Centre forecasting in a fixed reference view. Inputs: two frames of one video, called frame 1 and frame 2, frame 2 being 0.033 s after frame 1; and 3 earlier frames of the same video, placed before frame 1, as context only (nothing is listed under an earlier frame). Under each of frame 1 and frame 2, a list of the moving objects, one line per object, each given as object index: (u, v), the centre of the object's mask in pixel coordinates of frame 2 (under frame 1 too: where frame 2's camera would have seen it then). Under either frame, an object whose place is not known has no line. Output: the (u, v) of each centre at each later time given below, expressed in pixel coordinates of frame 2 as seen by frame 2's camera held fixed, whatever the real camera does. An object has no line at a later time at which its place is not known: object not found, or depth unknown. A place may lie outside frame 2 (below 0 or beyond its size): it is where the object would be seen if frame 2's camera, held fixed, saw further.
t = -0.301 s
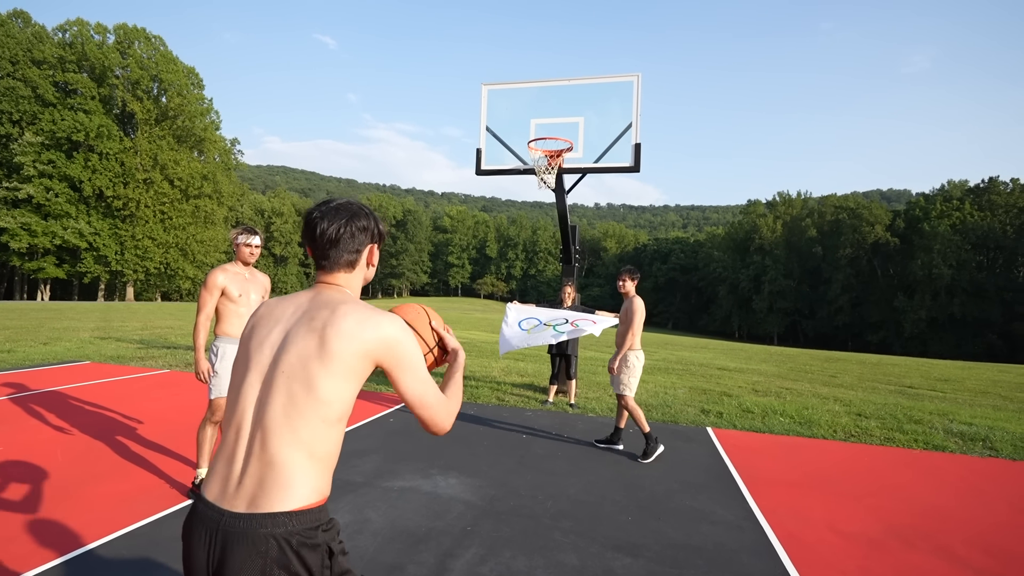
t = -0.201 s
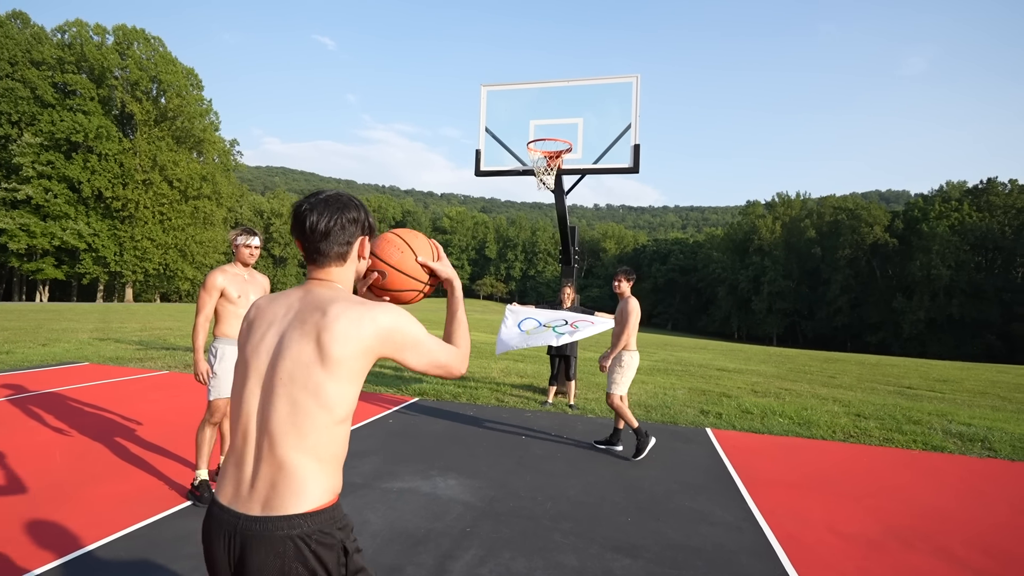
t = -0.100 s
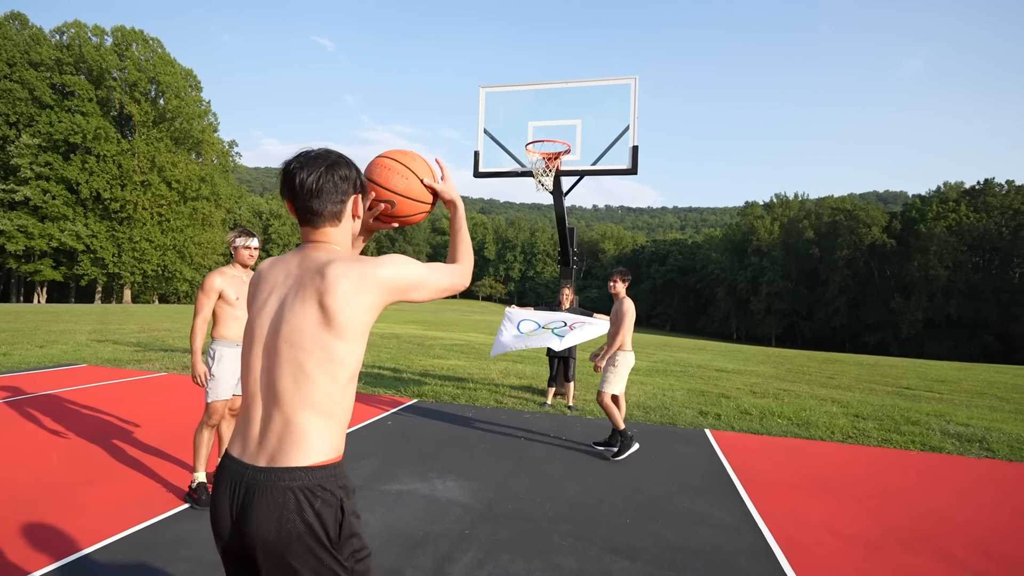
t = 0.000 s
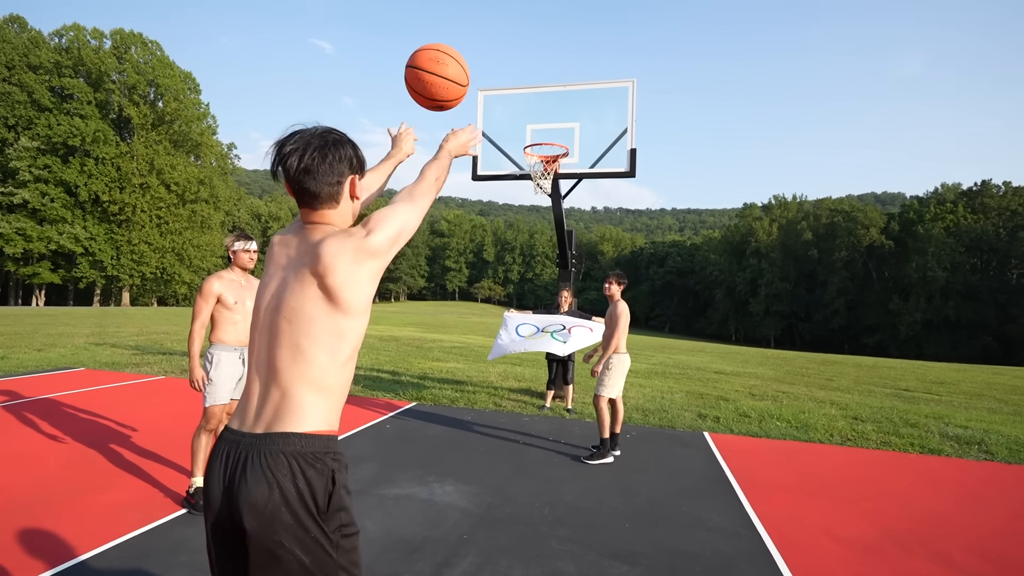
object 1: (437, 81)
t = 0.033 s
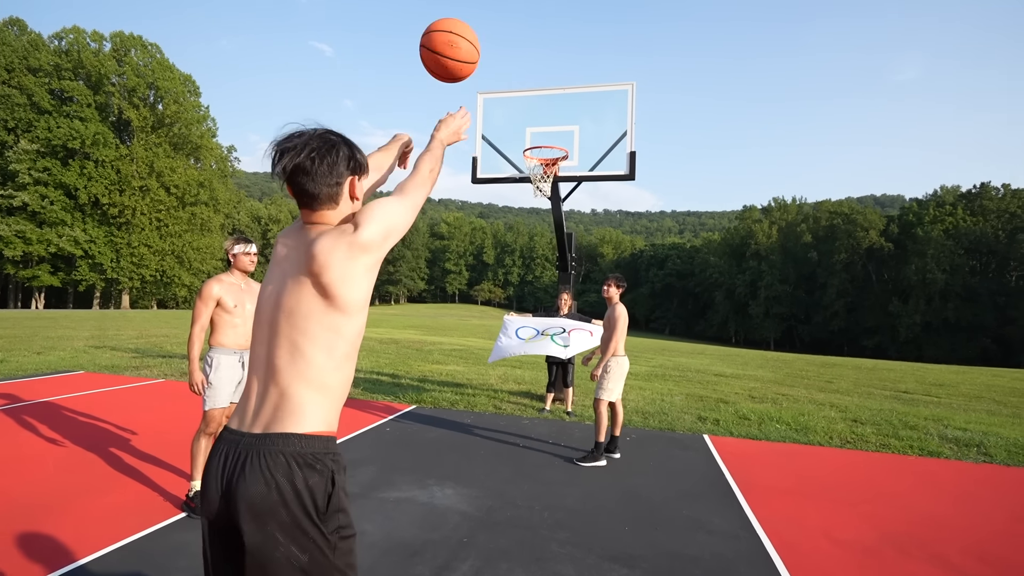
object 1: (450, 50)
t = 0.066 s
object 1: (461, 25)
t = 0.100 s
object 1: (472, 9)
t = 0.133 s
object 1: (481, -3)
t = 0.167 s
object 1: (488, -12)
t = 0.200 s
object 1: (496, -19)
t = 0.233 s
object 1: (502, -21)
